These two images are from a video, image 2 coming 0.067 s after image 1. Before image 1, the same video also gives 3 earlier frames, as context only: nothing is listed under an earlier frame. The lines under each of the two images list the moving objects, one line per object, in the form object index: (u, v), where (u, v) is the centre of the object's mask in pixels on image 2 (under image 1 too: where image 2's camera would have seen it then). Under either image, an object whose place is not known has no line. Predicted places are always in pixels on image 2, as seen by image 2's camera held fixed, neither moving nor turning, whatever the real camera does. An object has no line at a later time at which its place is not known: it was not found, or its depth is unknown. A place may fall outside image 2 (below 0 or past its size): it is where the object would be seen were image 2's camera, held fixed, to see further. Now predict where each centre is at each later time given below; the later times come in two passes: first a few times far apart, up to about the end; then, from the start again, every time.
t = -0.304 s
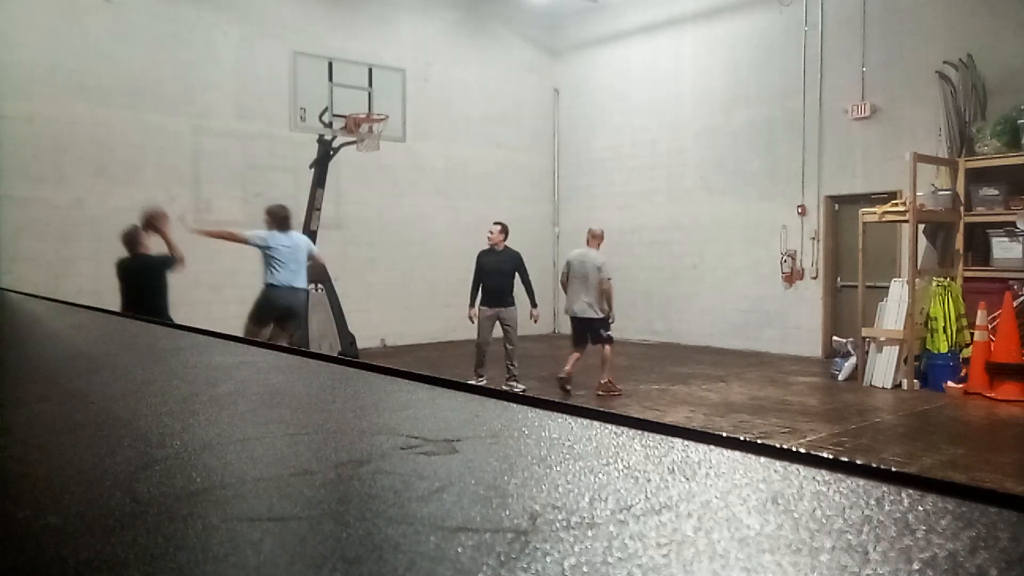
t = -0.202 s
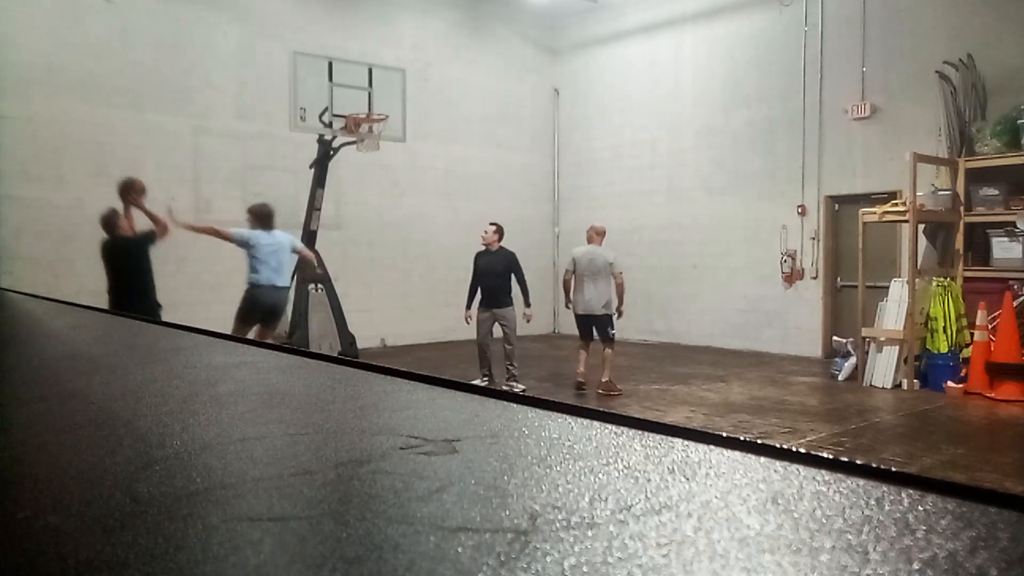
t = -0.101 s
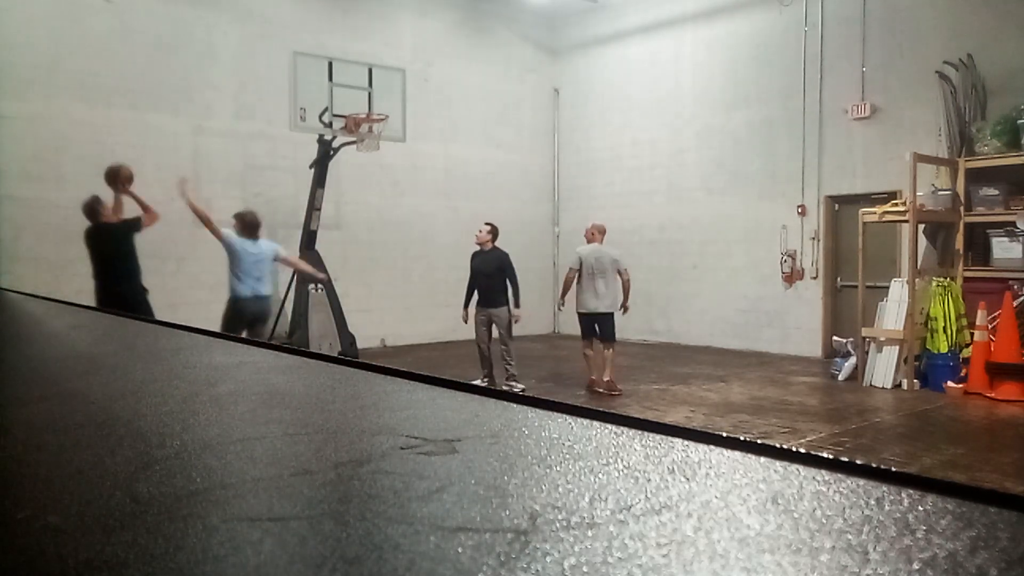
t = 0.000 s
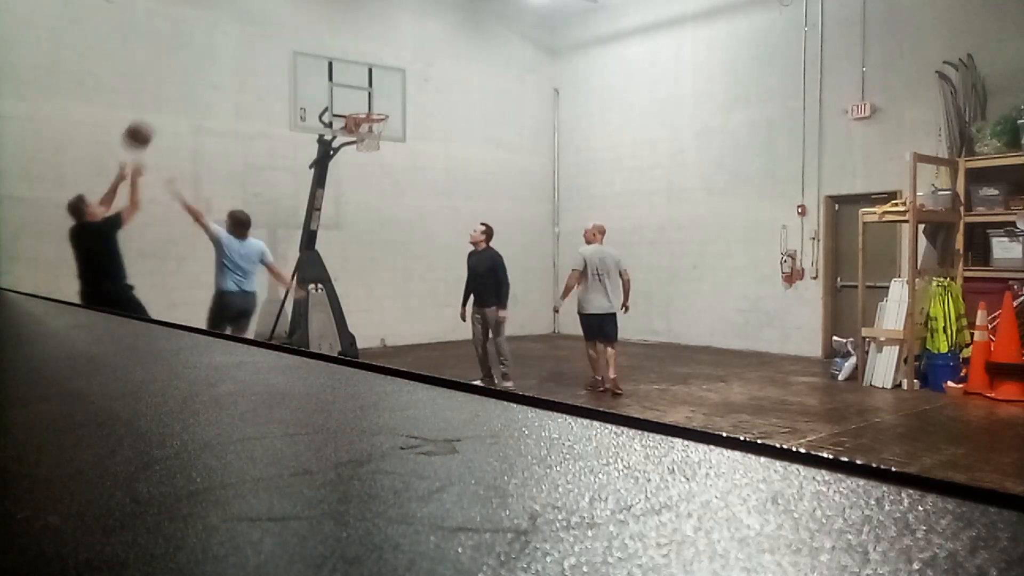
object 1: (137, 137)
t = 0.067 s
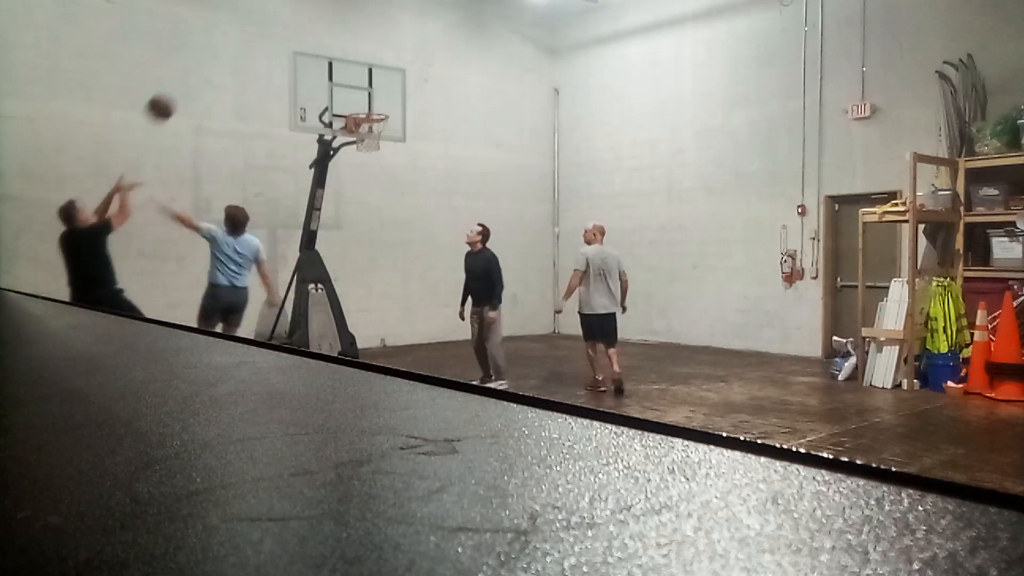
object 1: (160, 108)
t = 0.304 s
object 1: (232, 55)
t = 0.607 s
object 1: (312, 68)
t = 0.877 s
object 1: (340, 110)
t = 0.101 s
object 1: (171, 97)
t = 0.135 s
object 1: (181, 87)
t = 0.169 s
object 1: (192, 78)
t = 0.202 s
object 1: (202, 70)
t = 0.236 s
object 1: (212, 64)
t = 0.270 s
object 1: (222, 59)
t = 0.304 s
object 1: (232, 55)
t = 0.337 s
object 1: (242, 52)
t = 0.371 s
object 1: (251, 50)
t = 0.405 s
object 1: (260, 50)
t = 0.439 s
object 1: (269, 50)
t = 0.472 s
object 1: (278, 51)
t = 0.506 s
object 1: (287, 54)
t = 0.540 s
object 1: (295, 58)
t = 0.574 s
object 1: (303, 62)
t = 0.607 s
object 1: (312, 68)
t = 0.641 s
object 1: (320, 74)
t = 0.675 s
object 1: (328, 82)
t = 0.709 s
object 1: (336, 90)
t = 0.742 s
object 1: (344, 99)
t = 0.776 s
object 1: (350, 108)
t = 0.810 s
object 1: (348, 109)
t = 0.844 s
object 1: (344, 109)
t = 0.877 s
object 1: (340, 110)
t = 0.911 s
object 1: (336, 112)
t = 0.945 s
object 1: (333, 116)
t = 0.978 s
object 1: (329, 120)
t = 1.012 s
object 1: (325, 126)
